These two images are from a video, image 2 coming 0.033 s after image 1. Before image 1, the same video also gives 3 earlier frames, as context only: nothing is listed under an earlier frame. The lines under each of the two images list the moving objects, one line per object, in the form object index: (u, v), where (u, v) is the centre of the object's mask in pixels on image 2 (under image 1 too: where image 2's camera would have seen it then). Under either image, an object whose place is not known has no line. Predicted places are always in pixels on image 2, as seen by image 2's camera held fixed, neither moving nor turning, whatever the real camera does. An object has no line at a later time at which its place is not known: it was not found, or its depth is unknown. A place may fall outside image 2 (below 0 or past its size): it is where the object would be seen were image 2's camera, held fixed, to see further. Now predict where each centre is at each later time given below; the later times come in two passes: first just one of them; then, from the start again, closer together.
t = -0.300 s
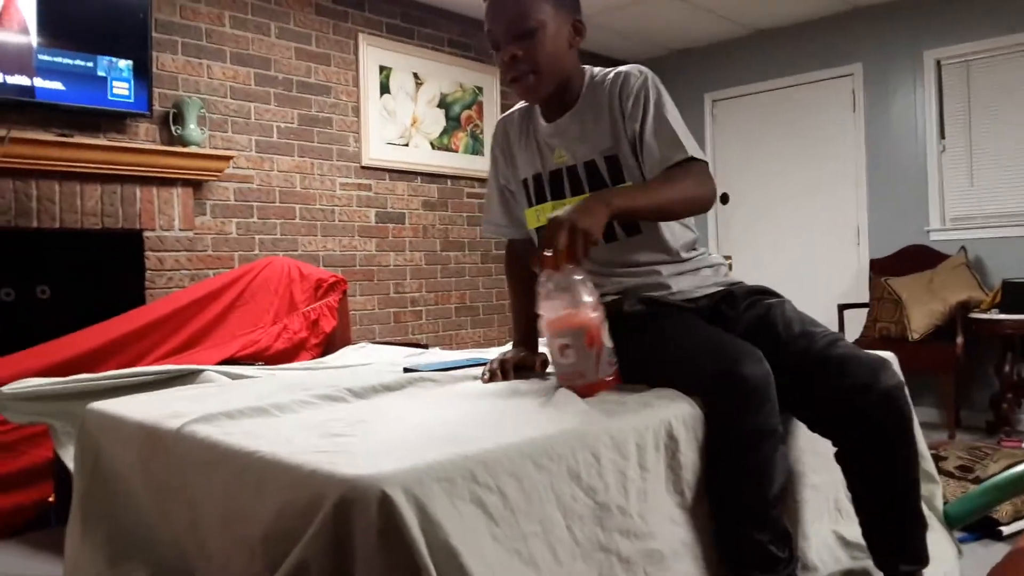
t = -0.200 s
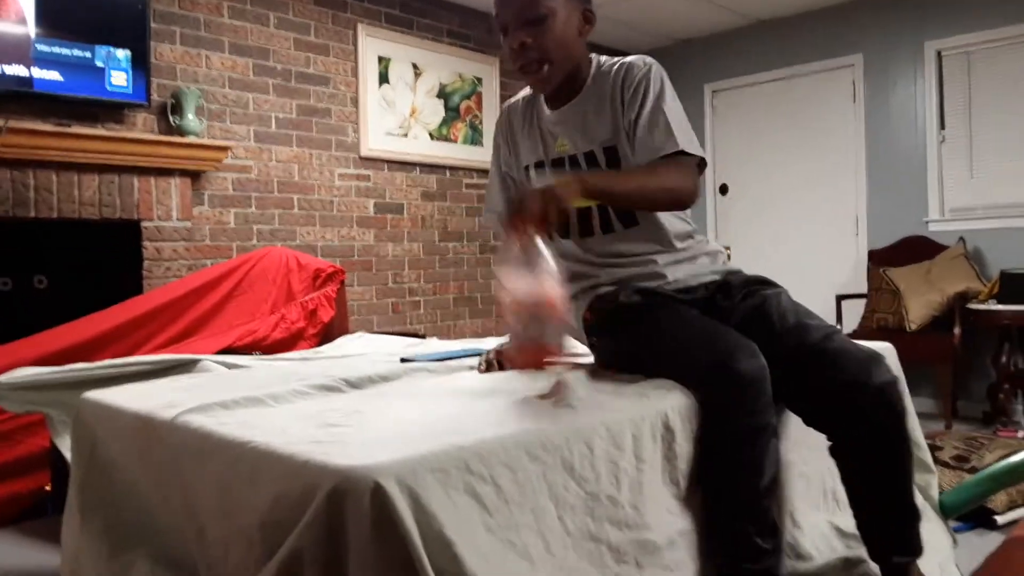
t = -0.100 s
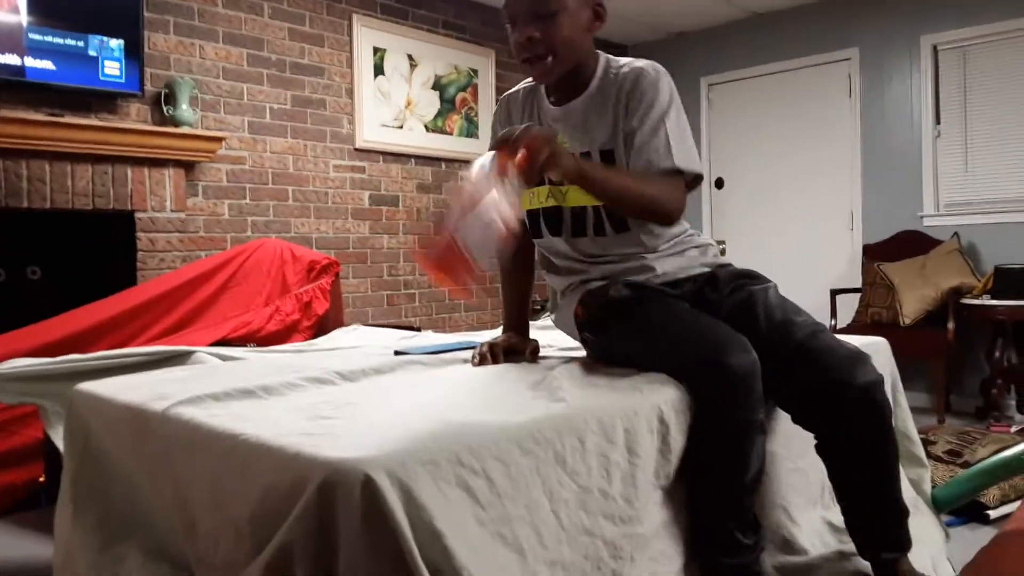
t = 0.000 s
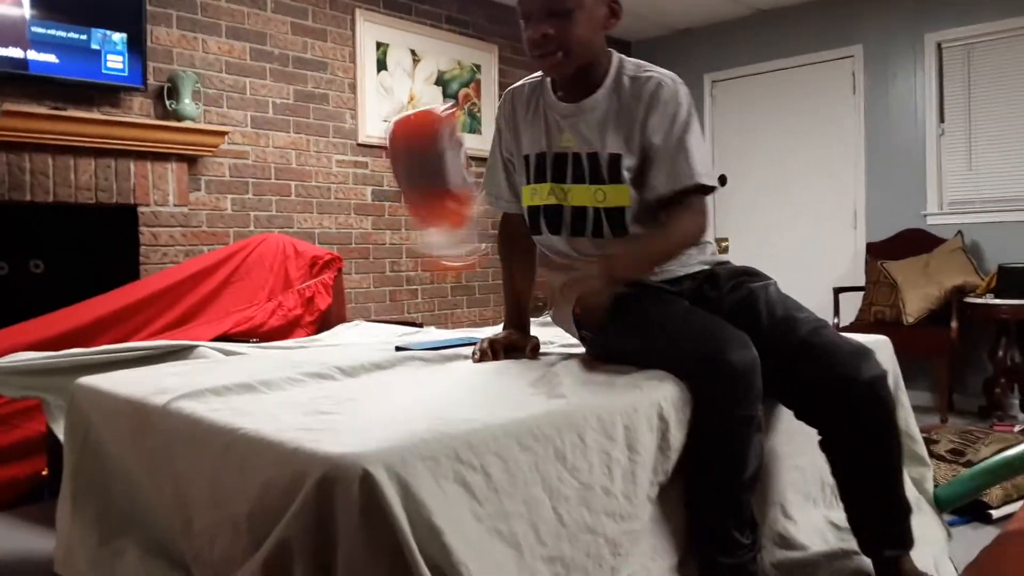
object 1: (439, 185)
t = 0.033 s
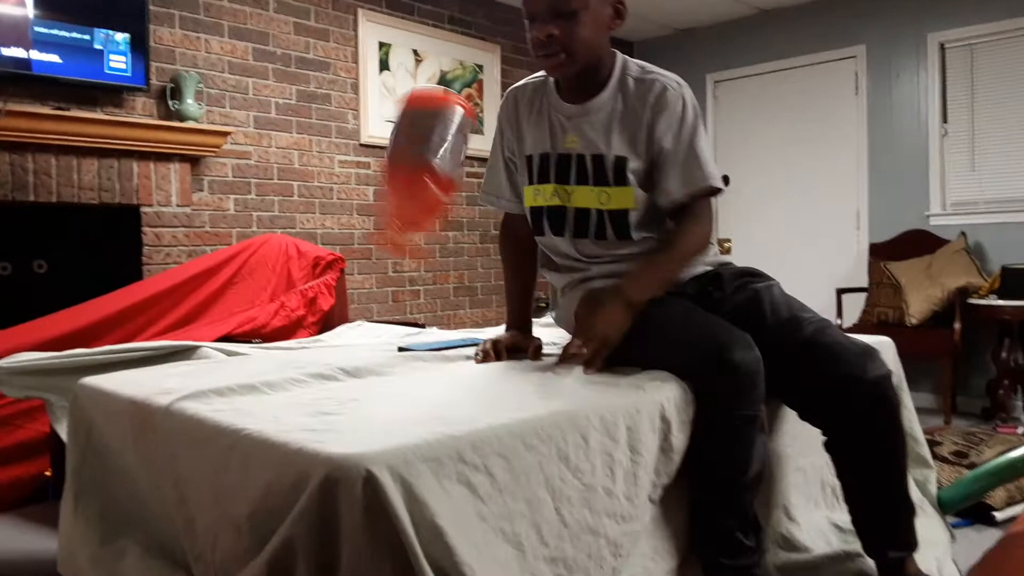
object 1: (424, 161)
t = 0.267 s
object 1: (365, 321)
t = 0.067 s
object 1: (414, 159)
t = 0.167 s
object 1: (384, 215)
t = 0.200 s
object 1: (374, 251)
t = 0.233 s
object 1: (372, 313)
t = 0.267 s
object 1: (365, 321)
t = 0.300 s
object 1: (362, 327)
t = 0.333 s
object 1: (364, 330)
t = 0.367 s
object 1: (363, 331)
